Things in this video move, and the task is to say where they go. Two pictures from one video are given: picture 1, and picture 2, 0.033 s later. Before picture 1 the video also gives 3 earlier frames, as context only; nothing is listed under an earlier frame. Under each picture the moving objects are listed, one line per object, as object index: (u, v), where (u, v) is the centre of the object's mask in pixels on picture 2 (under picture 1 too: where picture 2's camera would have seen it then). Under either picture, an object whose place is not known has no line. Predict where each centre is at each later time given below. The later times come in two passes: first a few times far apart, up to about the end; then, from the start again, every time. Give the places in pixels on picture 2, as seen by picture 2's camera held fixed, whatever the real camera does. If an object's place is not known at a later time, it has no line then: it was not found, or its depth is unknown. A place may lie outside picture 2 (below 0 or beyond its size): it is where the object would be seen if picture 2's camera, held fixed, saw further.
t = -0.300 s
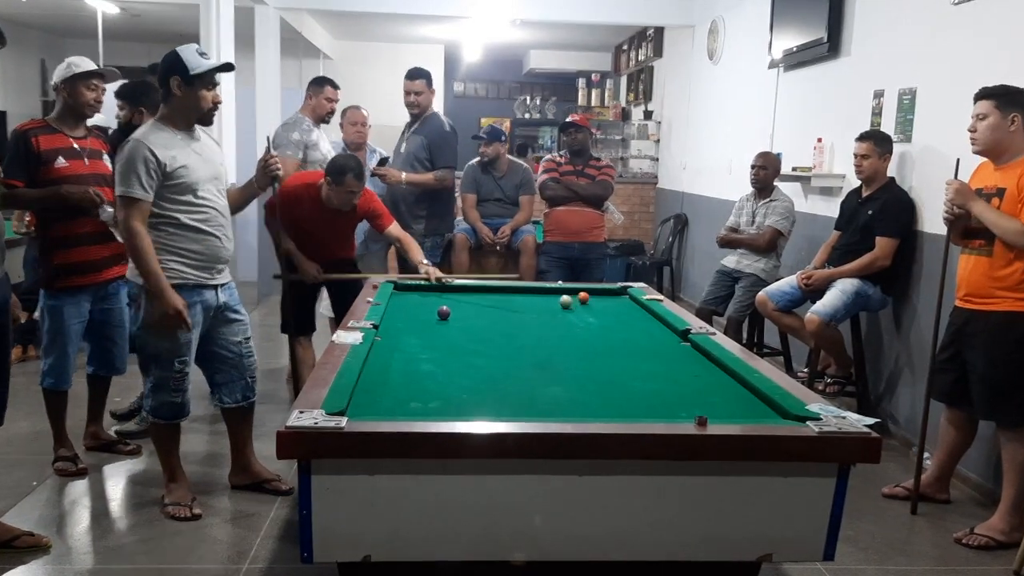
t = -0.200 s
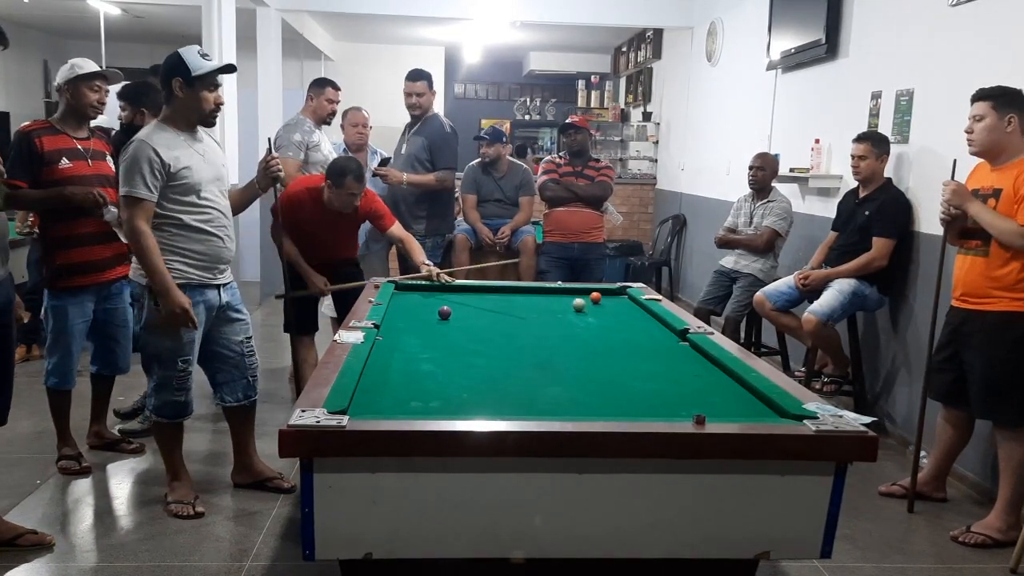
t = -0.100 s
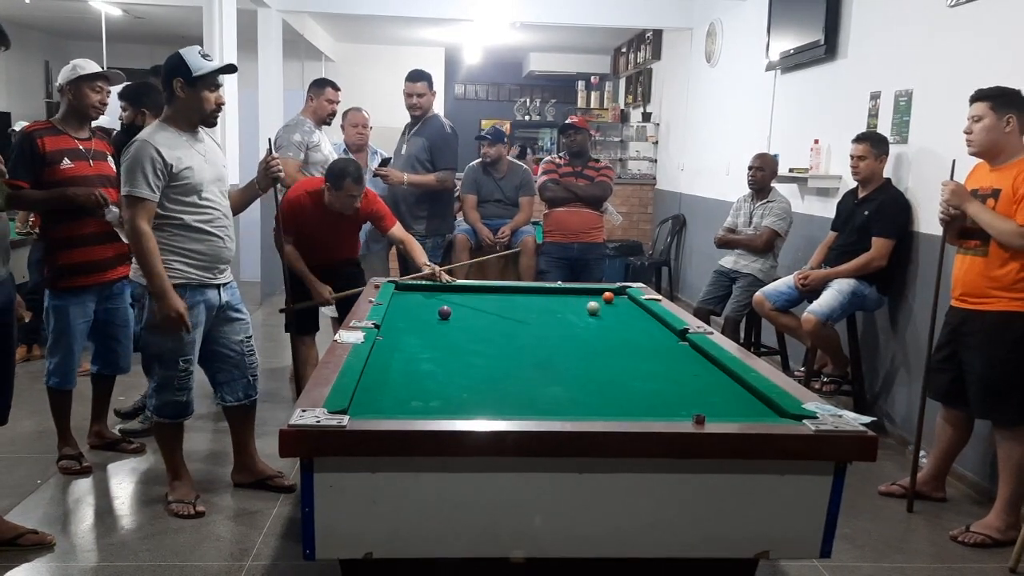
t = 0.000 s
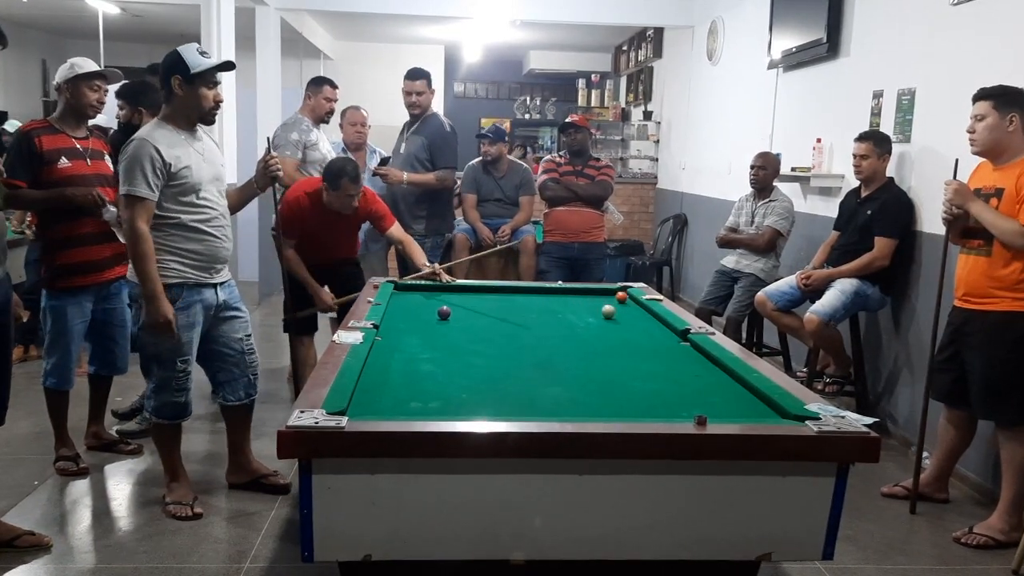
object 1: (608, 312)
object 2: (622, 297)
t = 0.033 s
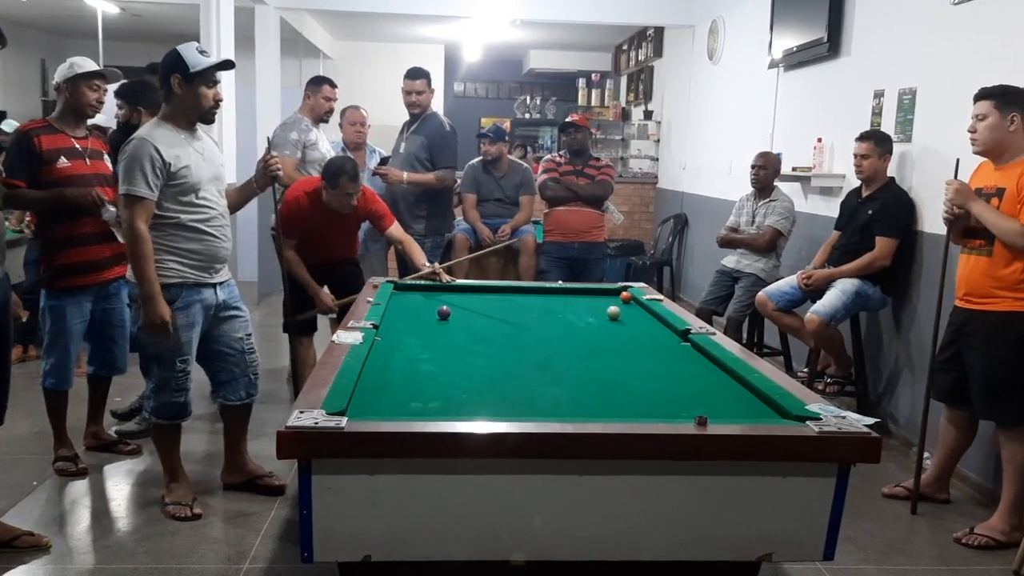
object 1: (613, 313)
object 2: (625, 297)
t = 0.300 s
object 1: (655, 322)
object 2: (608, 296)
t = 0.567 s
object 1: (655, 331)
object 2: (587, 295)
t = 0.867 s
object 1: (642, 341)
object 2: (567, 294)
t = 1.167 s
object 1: (628, 351)
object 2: (551, 293)
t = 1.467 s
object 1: (613, 363)
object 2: (537, 292)
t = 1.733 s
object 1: (599, 373)
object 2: (527, 291)
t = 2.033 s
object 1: (583, 386)
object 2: (519, 291)
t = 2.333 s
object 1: (565, 399)
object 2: (513, 290)
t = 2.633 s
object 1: (547, 410)
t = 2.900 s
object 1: (530, 410)
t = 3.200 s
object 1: (513, 405)
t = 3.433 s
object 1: (503, 400)
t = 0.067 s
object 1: (618, 314)
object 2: (628, 297)
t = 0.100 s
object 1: (624, 315)
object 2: (624, 296)
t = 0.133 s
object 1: (629, 316)
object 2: (622, 297)
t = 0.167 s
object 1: (634, 317)
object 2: (619, 296)
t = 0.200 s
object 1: (639, 319)
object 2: (616, 296)
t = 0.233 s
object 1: (645, 320)
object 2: (613, 296)
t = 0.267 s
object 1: (650, 321)
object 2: (610, 296)
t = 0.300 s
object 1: (655, 322)
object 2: (608, 296)
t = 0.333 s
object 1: (660, 324)
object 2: (605, 296)
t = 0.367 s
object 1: (663, 325)
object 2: (602, 295)
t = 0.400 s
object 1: (661, 326)
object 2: (600, 295)
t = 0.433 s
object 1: (660, 327)
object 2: (597, 295)
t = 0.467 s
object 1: (659, 328)
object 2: (595, 295)
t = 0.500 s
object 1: (658, 329)
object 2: (592, 295)
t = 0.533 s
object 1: (656, 330)
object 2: (590, 295)
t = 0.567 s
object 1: (655, 331)
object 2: (587, 295)
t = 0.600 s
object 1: (653, 332)
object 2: (585, 295)
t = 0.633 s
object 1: (652, 333)
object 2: (583, 294)
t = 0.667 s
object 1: (650, 334)
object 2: (580, 294)
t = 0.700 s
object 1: (649, 335)
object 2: (578, 294)
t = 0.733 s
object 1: (648, 336)
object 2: (576, 294)
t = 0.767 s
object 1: (646, 337)
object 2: (574, 294)
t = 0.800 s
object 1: (645, 339)
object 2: (572, 294)
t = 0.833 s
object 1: (643, 340)
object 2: (569, 294)
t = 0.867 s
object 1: (642, 341)
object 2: (567, 294)
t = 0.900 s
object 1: (640, 342)
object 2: (565, 293)
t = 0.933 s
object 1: (639, 343)
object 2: (563, 293)
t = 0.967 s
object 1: (637, 344)
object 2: (562, 293)
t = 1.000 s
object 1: (636, 345)
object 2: (560, 293)
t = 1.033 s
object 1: (634, 347)
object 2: (558, 293)
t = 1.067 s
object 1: (632, 348)
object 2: (556, 293)
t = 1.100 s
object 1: (631, 349)
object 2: (554, 293)
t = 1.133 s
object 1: (629, 350)
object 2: (552, 293)
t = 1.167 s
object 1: (628, 351)
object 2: (551, 293)
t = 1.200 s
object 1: (626, 353)
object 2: (549, 292)
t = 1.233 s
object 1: (624, 354)
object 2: (547, 292)
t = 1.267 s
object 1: (623, 355)
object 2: (546, 292)
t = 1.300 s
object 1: (621, 356)
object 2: (544, 292)
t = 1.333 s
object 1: (620, 357)
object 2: (543, 292)
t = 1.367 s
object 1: (618, 359)
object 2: (541, 292)
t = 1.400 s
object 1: (616, 360)
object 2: (540, 292)
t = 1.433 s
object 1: (614, 362)
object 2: (538, 292)
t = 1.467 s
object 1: (613, 363)
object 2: (537, 292)
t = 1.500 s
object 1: (611, 364)
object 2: (536, 292)
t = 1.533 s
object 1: (609, 365)
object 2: (534, 292)
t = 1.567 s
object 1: (608, 367)
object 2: (533, 292)
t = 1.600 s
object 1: (606, 368)
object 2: (531, 291)
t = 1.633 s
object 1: (604, 369)
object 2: (531, 291)
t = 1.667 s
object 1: (602, 370)
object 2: (529, 291)
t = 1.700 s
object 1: (601, 372)
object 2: (528, 291)
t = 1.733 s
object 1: (599, 373)
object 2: (527, 291)
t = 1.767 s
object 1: (597, 375)
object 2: (526, 291)
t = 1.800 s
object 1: (595, 376)
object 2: (525, 291)
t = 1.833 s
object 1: (594, 377)
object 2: (524, 291)
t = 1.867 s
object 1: (592, 379)
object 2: (523, 291)
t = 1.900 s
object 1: (590, 380)
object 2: (522, 291)
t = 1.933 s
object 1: (588, 382)
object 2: (521, 291)
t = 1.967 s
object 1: (586, 383)
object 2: (520, 291)
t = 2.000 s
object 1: (585, 384)
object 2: (519, 291)
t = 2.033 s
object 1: (583, 386)
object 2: (519, 291)
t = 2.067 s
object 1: (581, 387)
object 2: (518, 291)
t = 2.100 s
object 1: (579, 388)
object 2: (517, 291)
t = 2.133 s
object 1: (577, 390)
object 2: (517, 290)
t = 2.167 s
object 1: (575, 391)
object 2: (516, 291)
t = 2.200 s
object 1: (573, 393)
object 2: (515, 291)
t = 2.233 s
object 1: (571, 394)
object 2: (515, 290)
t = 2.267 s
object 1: (569, 396)
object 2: (514, 290)
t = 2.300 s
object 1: (567, 397)
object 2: (514, 290)
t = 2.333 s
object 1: (565, 399)
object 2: (513, 290)
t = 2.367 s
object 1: (563, 400)
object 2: (513, 290)
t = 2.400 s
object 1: (561, 402)
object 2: (512, 290)
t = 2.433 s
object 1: (559, 403)
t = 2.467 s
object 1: (557, 405)
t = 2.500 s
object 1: (555, 406)
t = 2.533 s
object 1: (553, 407)
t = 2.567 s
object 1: (551, 408)
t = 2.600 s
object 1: (549, 409)
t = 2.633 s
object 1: (547, 410)
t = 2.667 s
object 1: (545, 410)
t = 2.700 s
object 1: (543, 411)
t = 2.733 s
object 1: (541, 412)
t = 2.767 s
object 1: (539, 412)
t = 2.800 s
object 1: (537, 412)
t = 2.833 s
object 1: (535, 411)
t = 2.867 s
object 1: (533, 410)
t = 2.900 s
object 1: (530, 410)
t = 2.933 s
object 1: (528, 409)
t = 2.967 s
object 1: (526, 409)
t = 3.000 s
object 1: (524, 408)
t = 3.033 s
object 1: (522, 408)
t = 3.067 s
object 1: (520, 407)
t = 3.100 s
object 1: (518, 407)
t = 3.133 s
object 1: (517, 406)
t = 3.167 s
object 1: (515, 406)
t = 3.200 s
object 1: (513, 405)
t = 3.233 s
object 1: (511, 404)
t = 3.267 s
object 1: (510, 404)
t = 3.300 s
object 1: (508, 403)
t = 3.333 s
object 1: (506, 402)
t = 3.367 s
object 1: (505, 402)
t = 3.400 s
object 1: (503, 401)
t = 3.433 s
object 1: (503, 400)
